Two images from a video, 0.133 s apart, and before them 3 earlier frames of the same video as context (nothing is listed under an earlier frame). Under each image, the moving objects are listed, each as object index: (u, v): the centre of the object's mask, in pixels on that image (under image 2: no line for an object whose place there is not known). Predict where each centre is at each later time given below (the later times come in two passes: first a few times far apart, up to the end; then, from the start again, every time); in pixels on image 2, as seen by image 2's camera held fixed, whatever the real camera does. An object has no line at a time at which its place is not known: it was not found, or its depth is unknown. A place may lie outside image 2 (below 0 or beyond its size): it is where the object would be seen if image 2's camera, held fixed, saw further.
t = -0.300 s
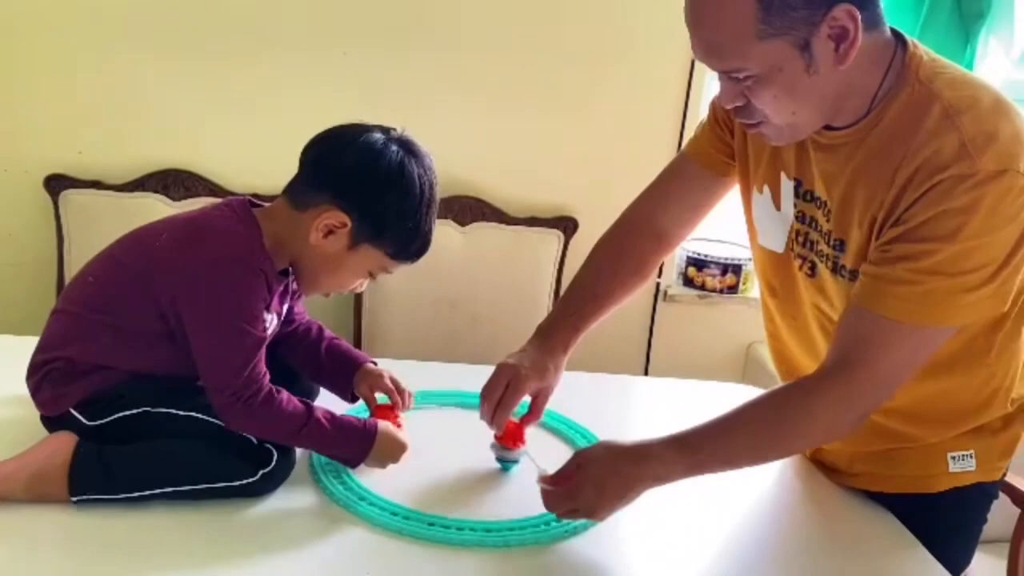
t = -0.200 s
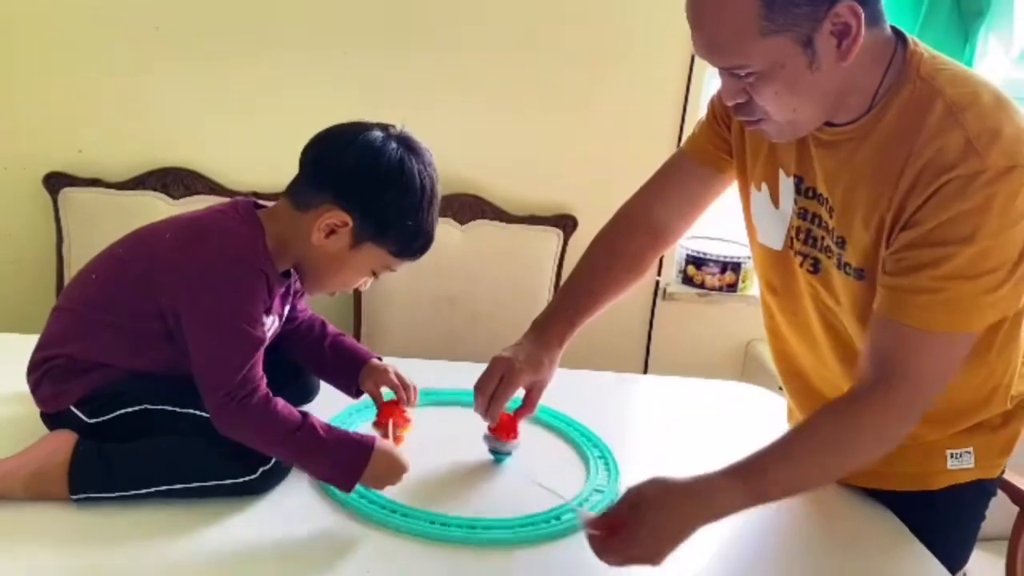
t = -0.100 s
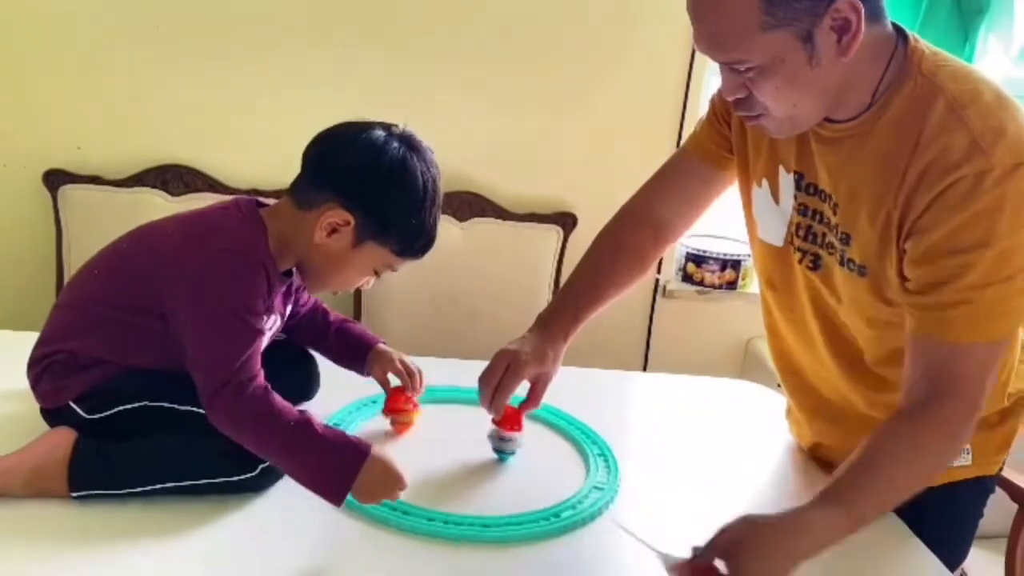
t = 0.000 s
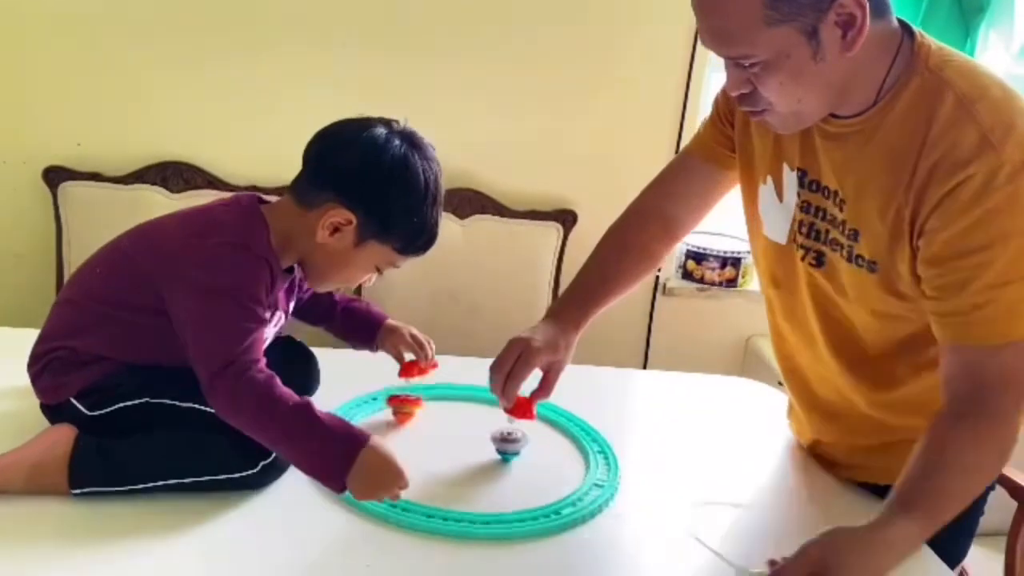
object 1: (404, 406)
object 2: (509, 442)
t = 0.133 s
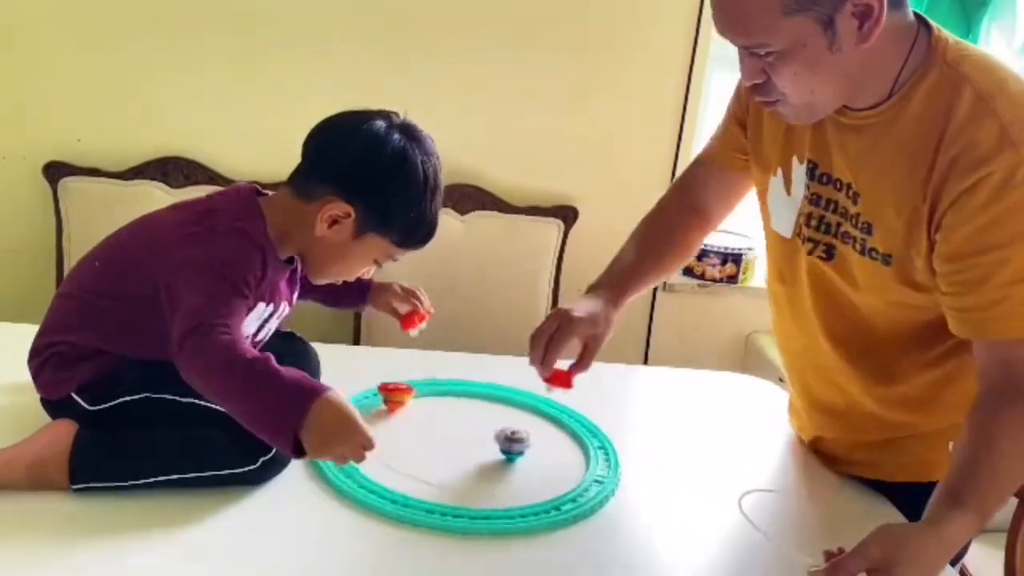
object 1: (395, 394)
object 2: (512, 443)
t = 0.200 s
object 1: (391, 393)
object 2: (514, 445)
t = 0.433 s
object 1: (383, 395)
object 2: (521, 453)
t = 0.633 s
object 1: (379, 397)
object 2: (527, 459)
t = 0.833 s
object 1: (376, 398)
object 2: (532, 464)
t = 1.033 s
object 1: (373, 399)
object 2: (538, 470)
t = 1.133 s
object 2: (542, 473)
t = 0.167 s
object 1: (392, 393)
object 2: (513, 443)
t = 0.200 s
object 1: (391, 393)
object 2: (514, 445)
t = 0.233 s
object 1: (391, 393)
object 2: (515, 445)
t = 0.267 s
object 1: (390, 394)
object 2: (516, 447)
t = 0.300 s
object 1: (389, 394)
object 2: (517, 448)
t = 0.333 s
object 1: (387, 394)
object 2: (518, 449)
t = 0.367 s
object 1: (386, 394)
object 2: (519, 451)
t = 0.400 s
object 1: (384, 394)
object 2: (520, 452)
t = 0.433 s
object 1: (383, 395)
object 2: (521, 453)
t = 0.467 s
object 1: (382, 396)
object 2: (522, 454)
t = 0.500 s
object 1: (381, 396)
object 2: (523, 455)
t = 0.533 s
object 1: (381, 396)
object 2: (524, 456)
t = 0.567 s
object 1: (380, 396)
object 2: (525, 456)
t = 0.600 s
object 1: (379, 397)
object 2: (526, 458)
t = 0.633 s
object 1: (379, 397)
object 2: (527, 459)
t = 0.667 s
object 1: (379, 397)
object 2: (528, 459)
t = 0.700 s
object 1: (378, 398)
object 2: (529, 461)
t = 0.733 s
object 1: (377, 398)
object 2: (530, 461)
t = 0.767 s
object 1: (376, 398)
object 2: (531, 462)
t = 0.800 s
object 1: (376, 398)
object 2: (531, 464)
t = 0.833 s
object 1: (376, 398)
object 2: (532, 464)
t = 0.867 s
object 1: (376, 399)
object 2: (533, 466)
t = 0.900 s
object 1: (375, 399)
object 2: (534, 466)
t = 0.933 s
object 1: (375, 399)
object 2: (535, 467)
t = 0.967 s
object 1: (374, 399)
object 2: (536, 468)
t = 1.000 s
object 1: (374, 399)
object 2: (537, 469)
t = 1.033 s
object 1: (373, 399)
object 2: (538, 470)
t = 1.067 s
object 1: (373, 400)
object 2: (539, 471)
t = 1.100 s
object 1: (373, 400)
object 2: (540, 472)
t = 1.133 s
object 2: (542, 473)
